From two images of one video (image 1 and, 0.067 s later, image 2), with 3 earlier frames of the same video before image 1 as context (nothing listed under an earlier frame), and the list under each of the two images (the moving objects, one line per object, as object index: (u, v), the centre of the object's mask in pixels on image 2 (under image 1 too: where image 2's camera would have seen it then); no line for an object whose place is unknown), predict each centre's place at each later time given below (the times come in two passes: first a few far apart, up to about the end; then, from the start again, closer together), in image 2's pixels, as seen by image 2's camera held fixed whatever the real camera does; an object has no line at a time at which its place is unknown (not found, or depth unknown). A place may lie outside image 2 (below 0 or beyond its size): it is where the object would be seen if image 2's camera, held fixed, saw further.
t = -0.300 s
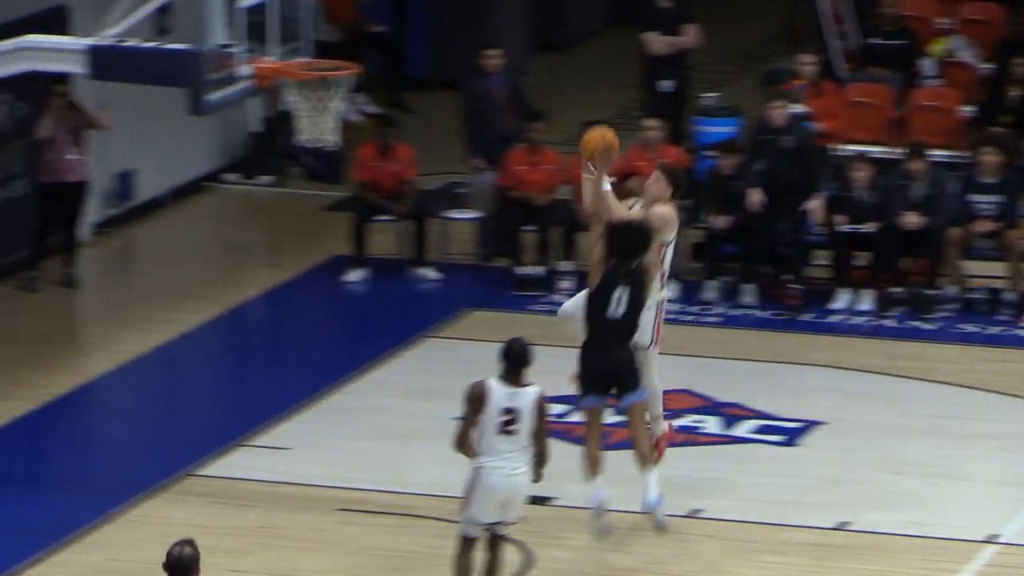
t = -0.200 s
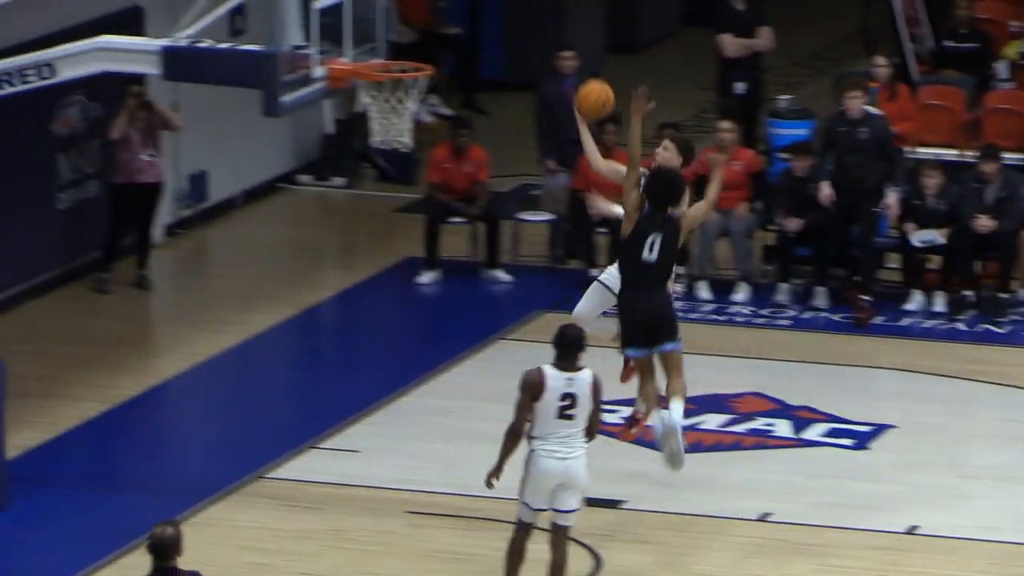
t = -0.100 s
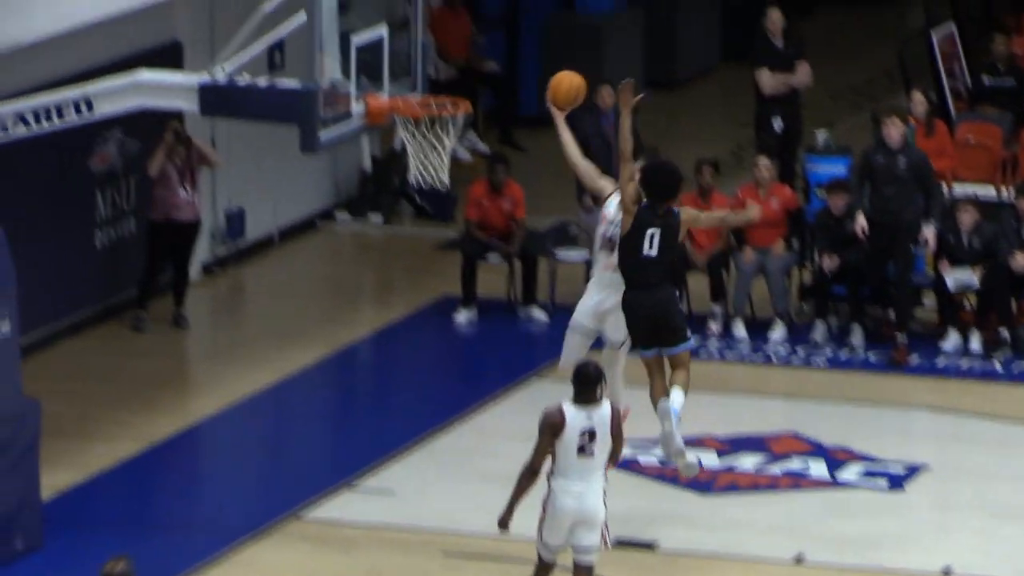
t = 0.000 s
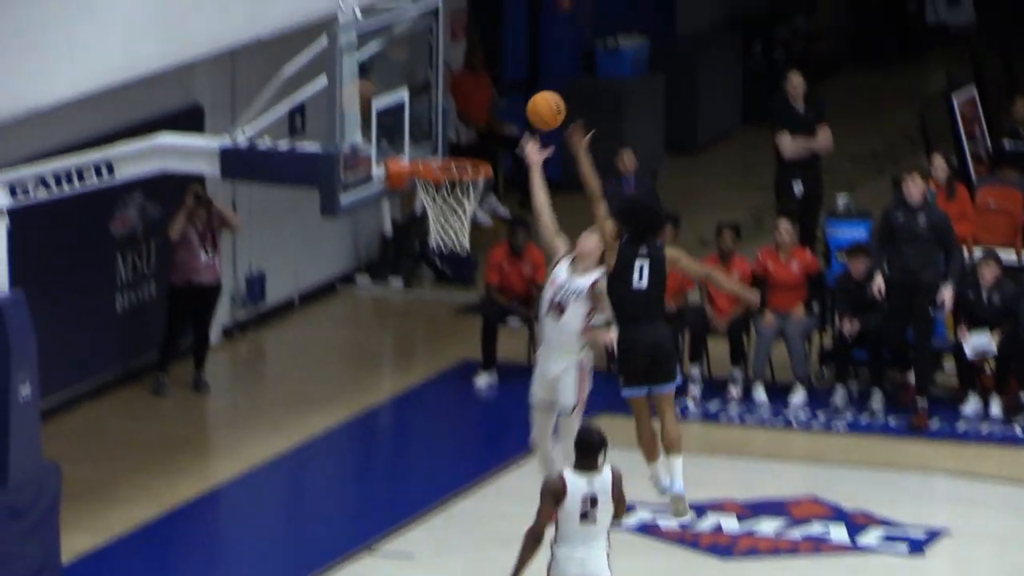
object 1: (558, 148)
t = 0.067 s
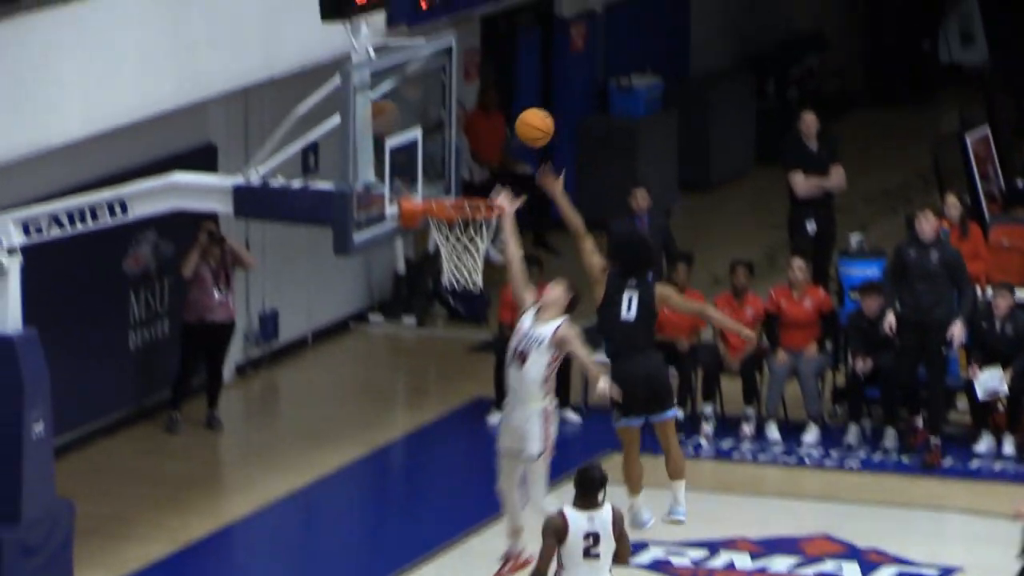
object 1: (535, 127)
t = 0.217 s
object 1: (481, 108)
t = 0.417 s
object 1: (464, 123)
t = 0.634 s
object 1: (494, 198)
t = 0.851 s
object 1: (464, 202)
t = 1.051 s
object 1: (477, 236)
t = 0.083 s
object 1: (528, 124)
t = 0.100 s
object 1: (522, 120)
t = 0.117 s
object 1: (517, 117)
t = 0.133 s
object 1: (511, 114)
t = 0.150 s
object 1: (505, 113)
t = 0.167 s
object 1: (499, 111)
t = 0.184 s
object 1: (493, 109)
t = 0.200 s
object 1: (487, 108)
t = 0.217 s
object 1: (481, 108)
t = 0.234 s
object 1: (476, 108)
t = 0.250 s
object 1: (470, 108)
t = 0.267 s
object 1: (463, 108)
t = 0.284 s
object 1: (457, 110)
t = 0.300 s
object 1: (451, 111)
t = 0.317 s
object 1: (450, 111)
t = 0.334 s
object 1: (452, 112)
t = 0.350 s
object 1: (454, 113)
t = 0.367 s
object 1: (456, 115)
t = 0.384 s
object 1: (459, 117)
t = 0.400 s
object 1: (461, 120)
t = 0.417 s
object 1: (464, 123)
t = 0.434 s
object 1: (467, 127)
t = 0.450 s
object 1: (470, 131)
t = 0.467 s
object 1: (472, 135)
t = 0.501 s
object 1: (478, 145)
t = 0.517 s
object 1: (479, 151)
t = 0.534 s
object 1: (482, 157)
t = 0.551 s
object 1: (485, 164)
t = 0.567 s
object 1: (487, 171)
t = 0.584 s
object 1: (490, 178)
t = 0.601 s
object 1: (492, 186)
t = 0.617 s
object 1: (495, 194)
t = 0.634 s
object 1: (494, 198)
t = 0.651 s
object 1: (489, 197)
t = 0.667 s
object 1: (485, 197)
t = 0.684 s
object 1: (481, 198)
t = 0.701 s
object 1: (476, 199)
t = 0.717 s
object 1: (472, 199)
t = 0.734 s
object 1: (467, 200)
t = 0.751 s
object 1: (462, 202)
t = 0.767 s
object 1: (458, 202)
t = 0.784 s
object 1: (457, 204)
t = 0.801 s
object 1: (458, 203)
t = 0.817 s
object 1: (460, 202)
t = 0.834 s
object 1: (462, 202)
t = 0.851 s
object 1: (464, 202)
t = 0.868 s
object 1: (465, 202)
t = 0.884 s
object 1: (467, 203)
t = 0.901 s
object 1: (469, 204)
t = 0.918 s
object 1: (471, 205)
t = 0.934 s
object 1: (473, 210)
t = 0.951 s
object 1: (476, 213)
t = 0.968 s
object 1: (476, 217)
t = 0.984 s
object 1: (475, 222)
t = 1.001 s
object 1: (476, 225)
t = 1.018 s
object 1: (477, 229)
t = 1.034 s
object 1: (477, 235)
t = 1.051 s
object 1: (477, 236)
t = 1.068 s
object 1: (479, 243)
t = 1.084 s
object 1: (479, 249)
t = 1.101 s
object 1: (479, 254)
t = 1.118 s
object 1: (480, 260)
